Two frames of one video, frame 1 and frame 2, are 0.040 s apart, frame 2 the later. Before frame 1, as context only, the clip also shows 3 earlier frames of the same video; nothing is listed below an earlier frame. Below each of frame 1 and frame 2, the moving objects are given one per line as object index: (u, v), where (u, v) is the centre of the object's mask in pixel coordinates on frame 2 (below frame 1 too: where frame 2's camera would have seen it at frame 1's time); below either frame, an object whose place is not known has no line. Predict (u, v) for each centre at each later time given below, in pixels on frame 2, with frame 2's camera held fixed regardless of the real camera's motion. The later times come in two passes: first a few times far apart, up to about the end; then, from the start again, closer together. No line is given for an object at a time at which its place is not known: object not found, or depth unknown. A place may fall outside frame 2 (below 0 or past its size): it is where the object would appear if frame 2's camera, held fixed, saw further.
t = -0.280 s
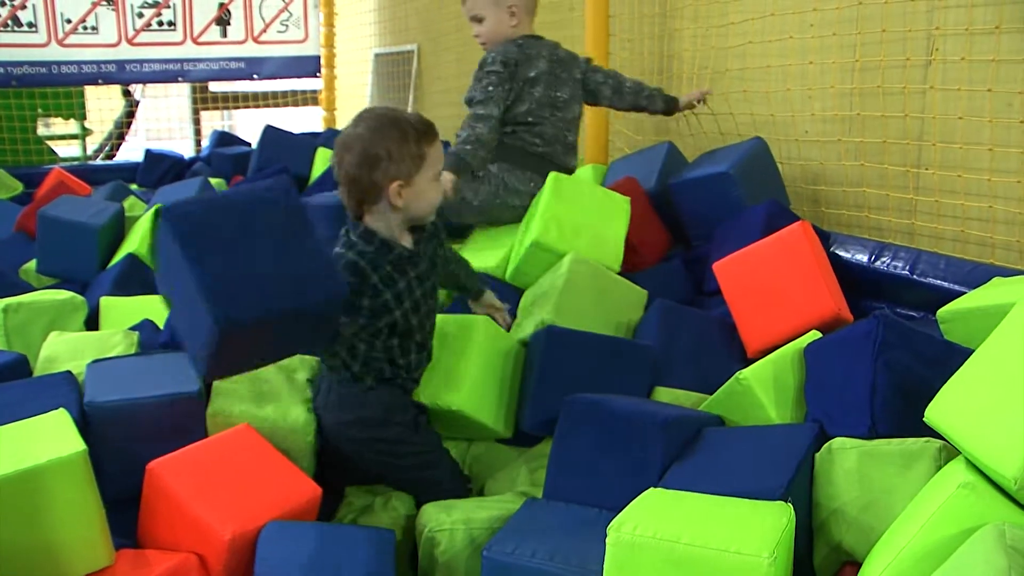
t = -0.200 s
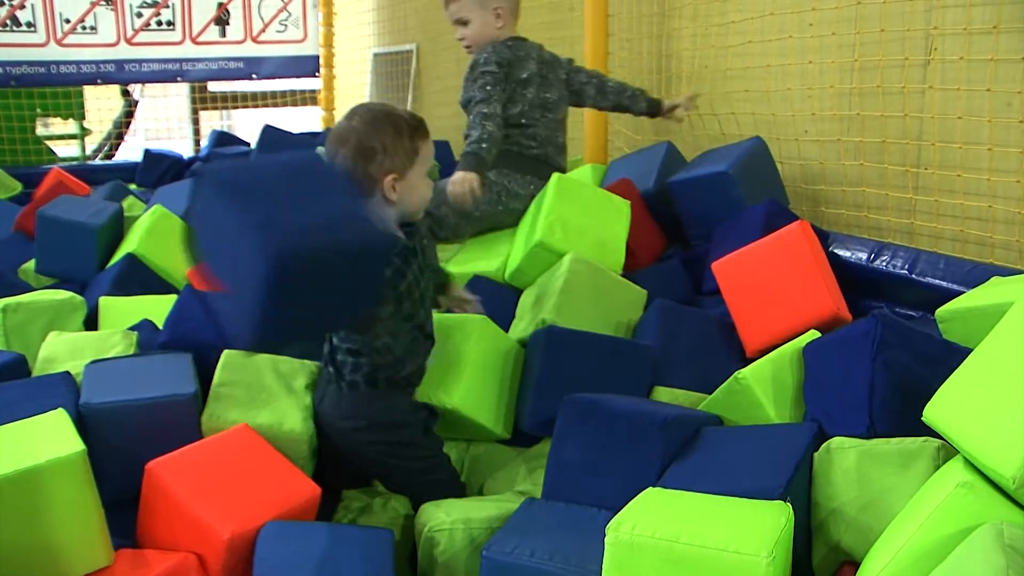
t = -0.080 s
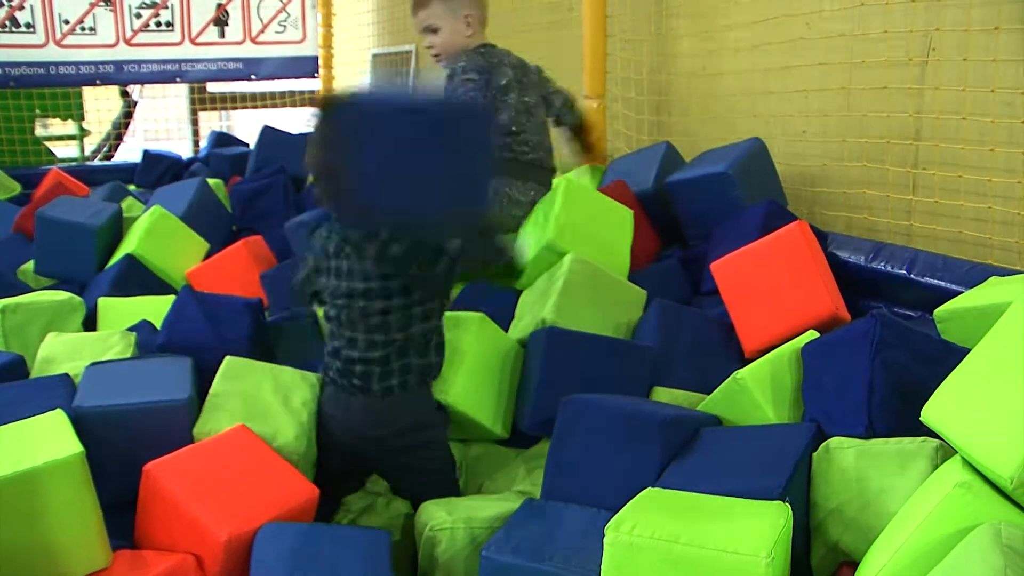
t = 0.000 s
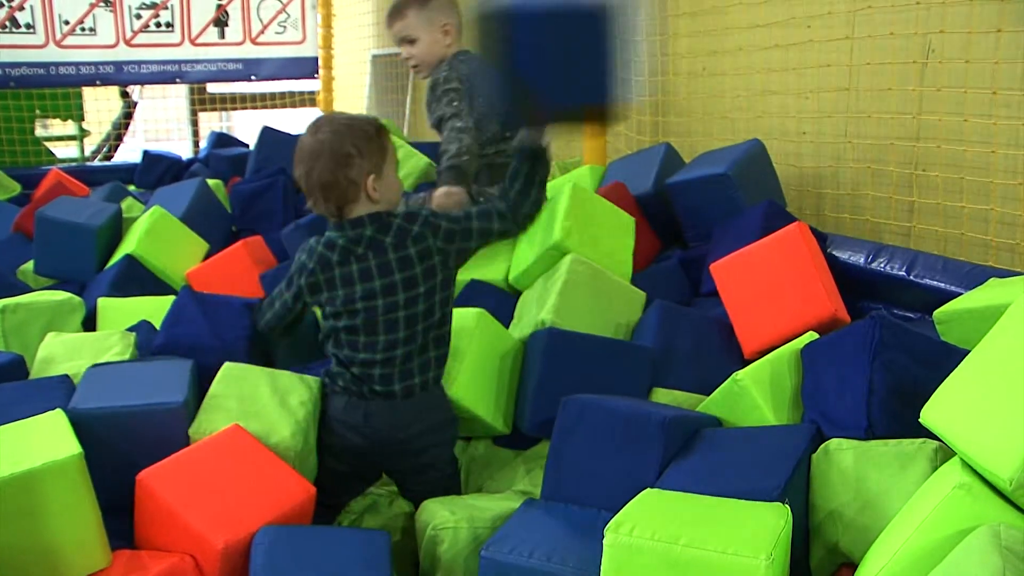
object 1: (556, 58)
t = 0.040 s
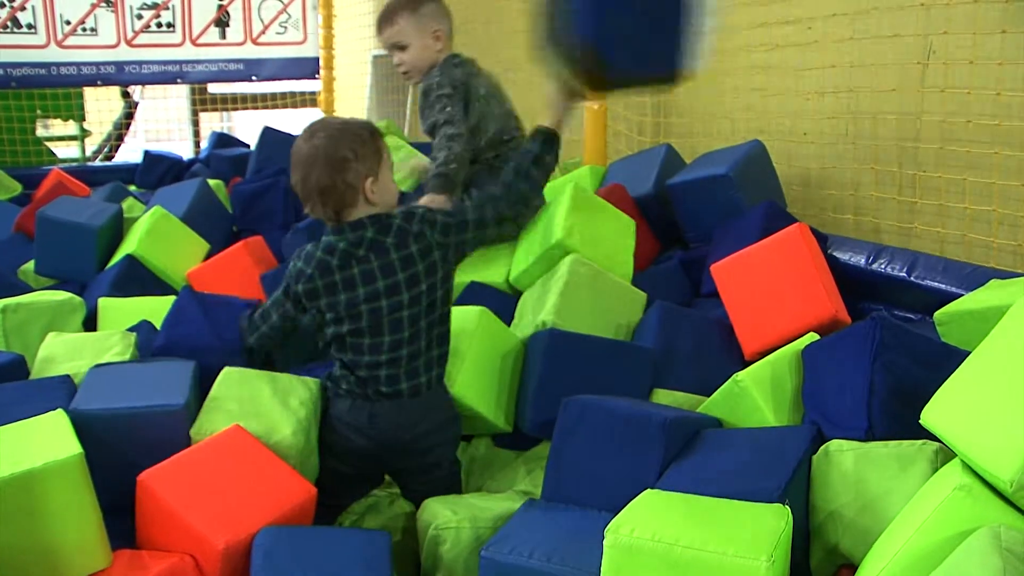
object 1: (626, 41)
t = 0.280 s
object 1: (880, 20)
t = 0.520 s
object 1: (741, 155)
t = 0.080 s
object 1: (680, 27)
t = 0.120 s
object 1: (731, 19)
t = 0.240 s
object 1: (849, 15)
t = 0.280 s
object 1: (880, 20)
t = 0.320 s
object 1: (867, 26)
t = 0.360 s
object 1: (845, 33)
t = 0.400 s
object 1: (822, 43)
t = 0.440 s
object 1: (796, 70)
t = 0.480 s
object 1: (768, 109)
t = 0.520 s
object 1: (741, 155)
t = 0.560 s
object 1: (713, 191)
